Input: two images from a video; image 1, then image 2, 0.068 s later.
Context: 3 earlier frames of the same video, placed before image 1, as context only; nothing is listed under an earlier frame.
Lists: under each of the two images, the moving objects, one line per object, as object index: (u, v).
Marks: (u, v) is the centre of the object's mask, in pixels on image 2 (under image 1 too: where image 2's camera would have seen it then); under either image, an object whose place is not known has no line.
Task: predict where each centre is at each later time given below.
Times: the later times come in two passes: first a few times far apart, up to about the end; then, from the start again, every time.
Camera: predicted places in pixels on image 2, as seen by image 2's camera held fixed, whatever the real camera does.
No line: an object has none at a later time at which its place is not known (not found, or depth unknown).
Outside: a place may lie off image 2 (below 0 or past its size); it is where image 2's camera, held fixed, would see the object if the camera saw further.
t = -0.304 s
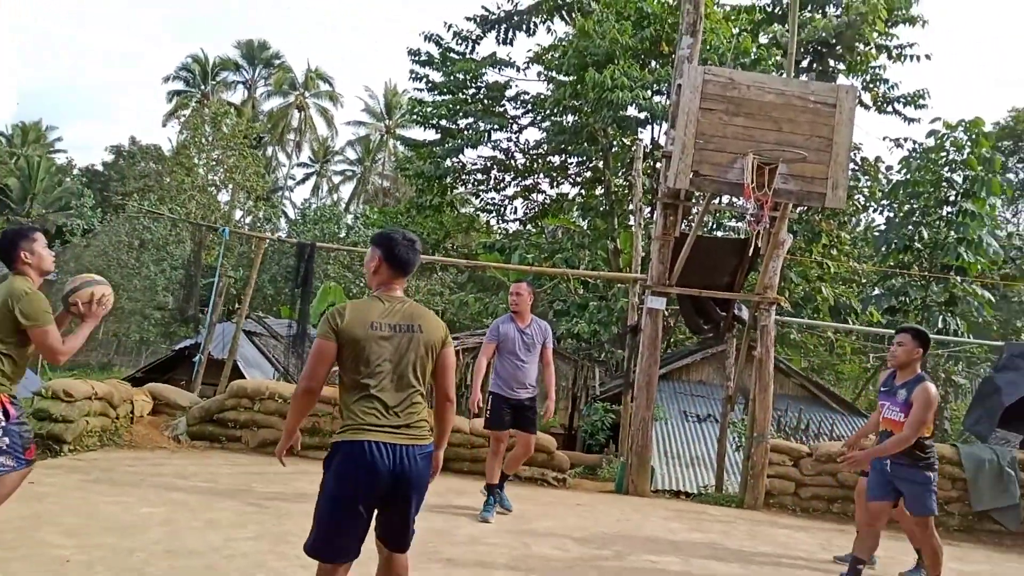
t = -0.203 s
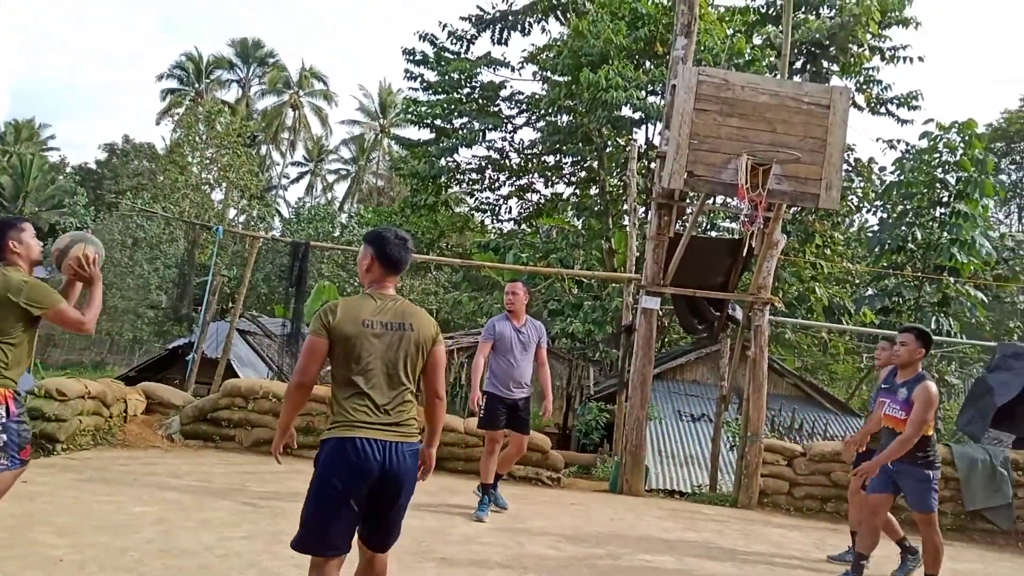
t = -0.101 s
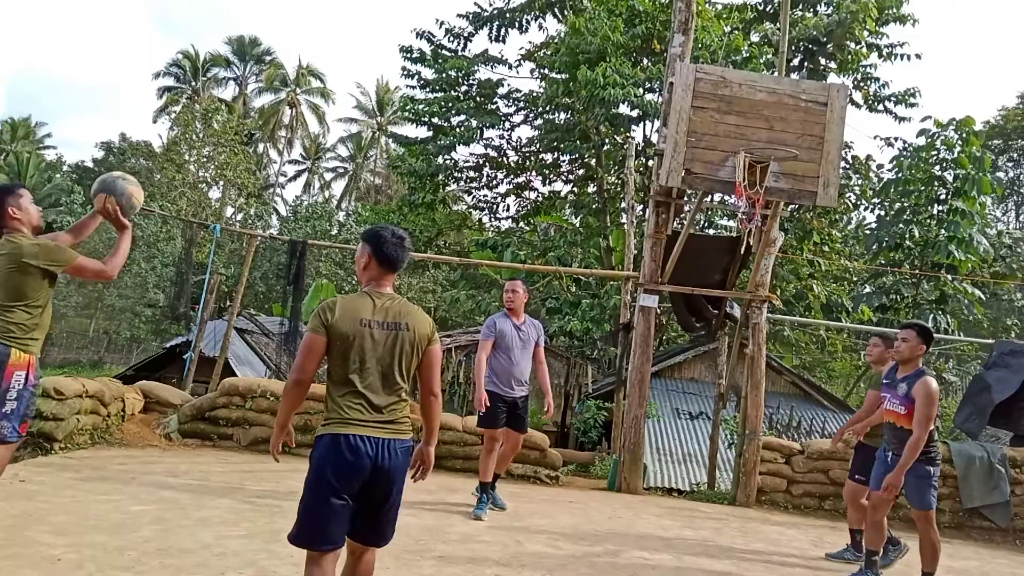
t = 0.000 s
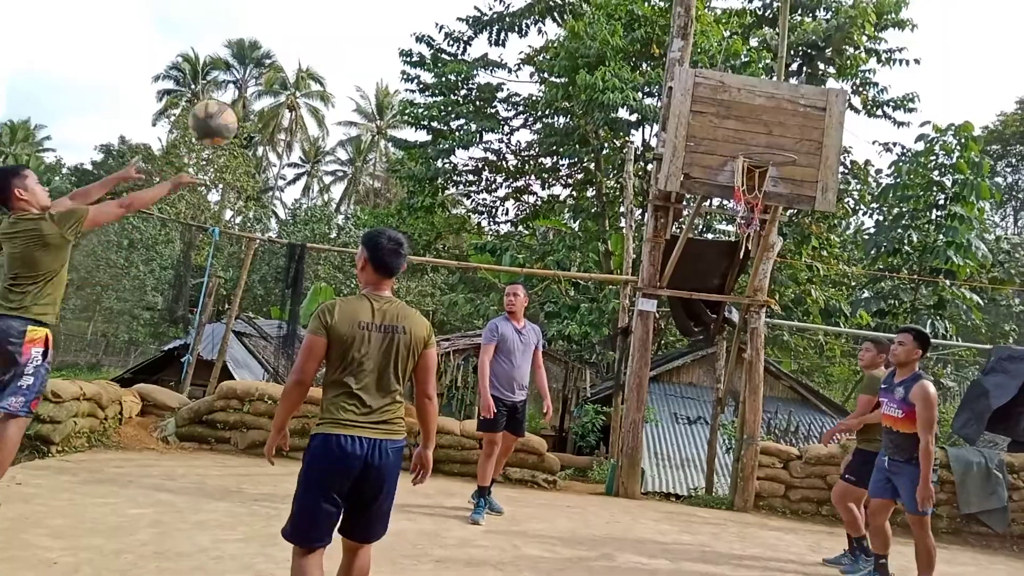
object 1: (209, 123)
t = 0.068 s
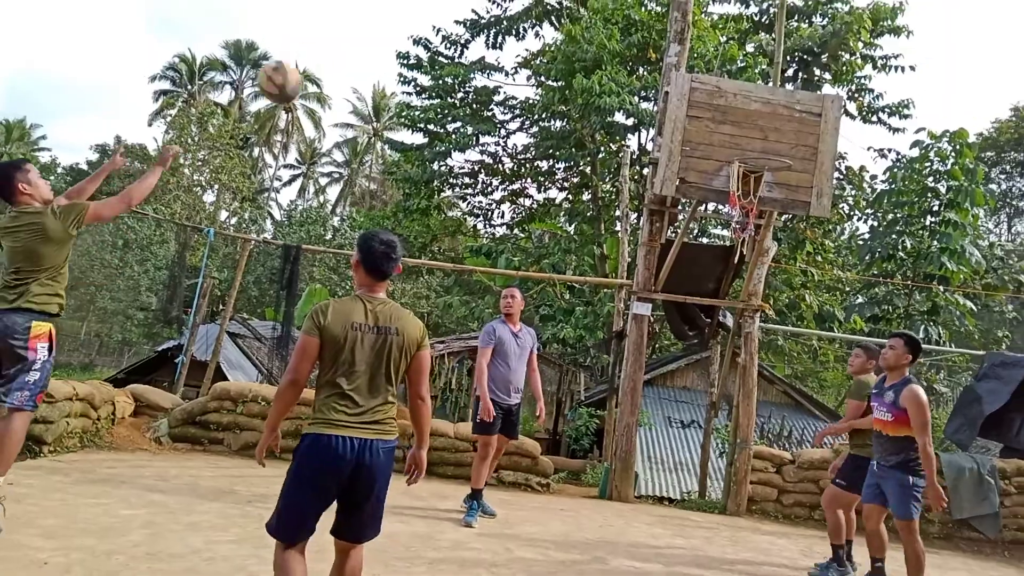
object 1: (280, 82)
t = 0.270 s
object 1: (456, 17)
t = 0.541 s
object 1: (628, 31)
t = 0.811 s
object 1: (753, 135)
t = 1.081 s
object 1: (792, 76)
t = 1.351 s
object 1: (808, 57)
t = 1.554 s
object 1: (813, 125)
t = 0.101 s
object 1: (313, 65)
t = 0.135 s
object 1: (344, 51)
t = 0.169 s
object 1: (374, 39)
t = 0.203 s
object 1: (403, 30)
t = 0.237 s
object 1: (429, 22)
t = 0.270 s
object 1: (456, 17)
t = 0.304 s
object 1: (480, 15)
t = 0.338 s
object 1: (504, 14)
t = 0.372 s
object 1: (527, 14)
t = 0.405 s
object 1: (549, 14)
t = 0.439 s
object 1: (569, 16)
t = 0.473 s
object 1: (590, 17)
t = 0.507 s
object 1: (609, 24)
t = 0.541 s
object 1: (628, 31)
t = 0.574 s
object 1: (646, 40)
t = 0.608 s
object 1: (663, 50)
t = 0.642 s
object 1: (680, 60)
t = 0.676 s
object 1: (696, 73)
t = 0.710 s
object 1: (711, 87)
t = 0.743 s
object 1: (726, 102)
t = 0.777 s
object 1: (740, 118)
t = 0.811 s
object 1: (753, 135)
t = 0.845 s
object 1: (766, 153)
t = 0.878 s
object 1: (773, 146)
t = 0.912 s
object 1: (776, 132)
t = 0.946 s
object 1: (778, 119)
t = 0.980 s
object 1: (782, 106)
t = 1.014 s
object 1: (785, 95)
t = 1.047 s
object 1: (788, 85)
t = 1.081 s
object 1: (792, 76)
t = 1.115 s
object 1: (794, 69)
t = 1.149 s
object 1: (797, 62)
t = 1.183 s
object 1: (800, 58)
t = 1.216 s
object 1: (802, 54)
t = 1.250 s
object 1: (803, 53)
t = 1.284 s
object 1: (805, 52)
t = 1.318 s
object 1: (807, 54)
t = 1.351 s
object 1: (808, 57)
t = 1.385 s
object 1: (810, 63)
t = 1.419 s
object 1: (811, 70)
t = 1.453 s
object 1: (812, 80)
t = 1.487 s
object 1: (813, 93)
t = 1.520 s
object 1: (813, 107)
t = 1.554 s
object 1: (813, 125)
